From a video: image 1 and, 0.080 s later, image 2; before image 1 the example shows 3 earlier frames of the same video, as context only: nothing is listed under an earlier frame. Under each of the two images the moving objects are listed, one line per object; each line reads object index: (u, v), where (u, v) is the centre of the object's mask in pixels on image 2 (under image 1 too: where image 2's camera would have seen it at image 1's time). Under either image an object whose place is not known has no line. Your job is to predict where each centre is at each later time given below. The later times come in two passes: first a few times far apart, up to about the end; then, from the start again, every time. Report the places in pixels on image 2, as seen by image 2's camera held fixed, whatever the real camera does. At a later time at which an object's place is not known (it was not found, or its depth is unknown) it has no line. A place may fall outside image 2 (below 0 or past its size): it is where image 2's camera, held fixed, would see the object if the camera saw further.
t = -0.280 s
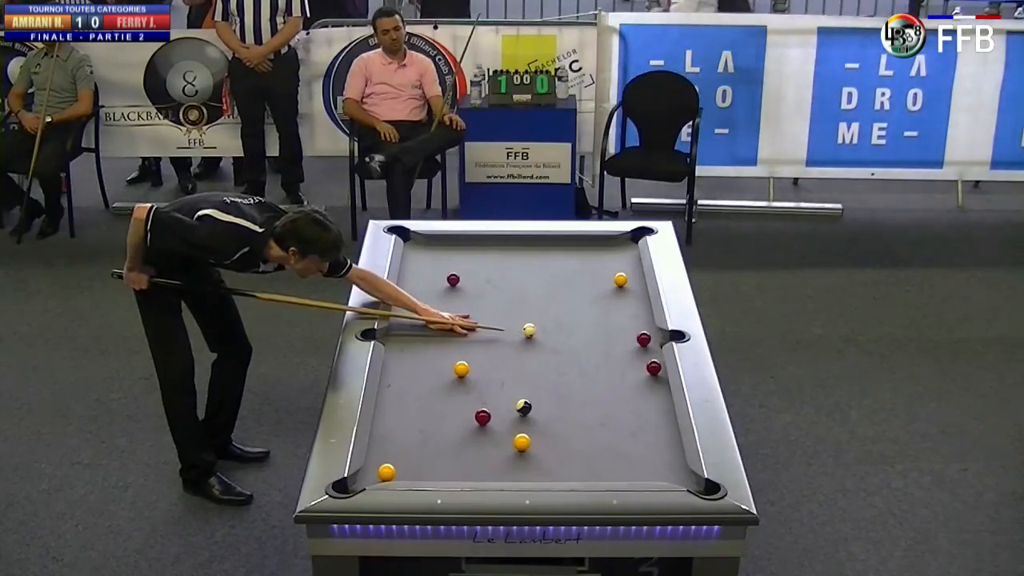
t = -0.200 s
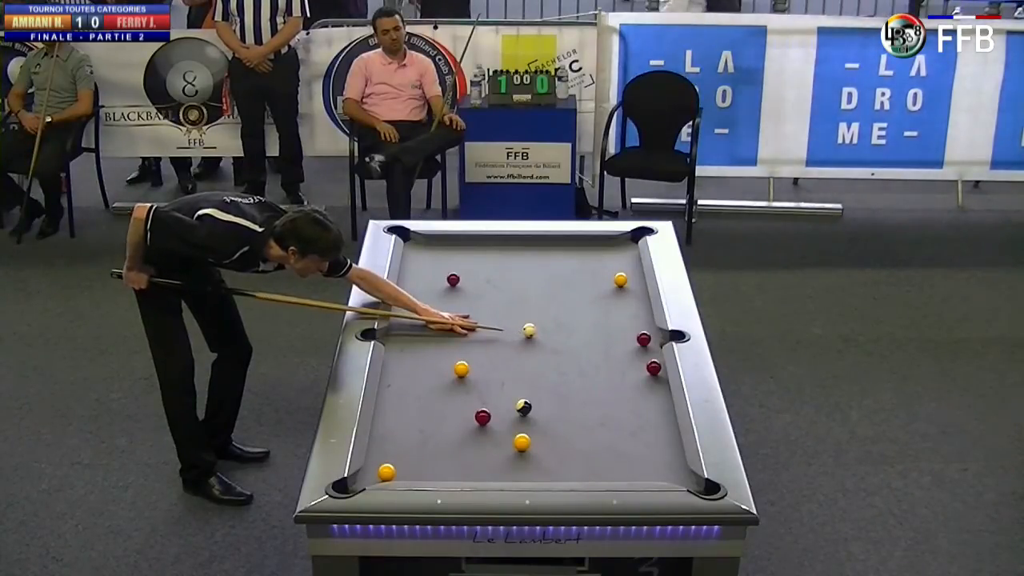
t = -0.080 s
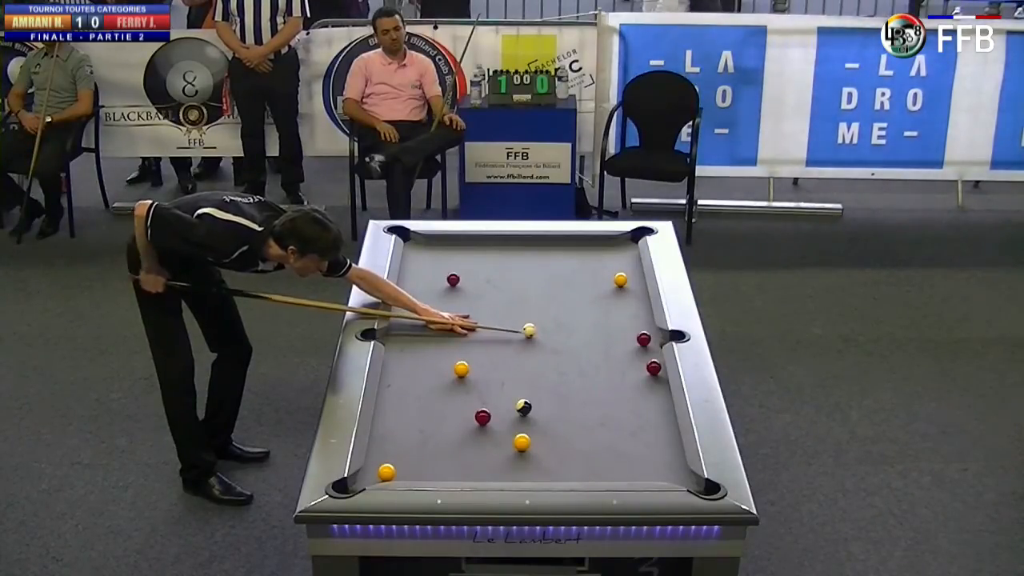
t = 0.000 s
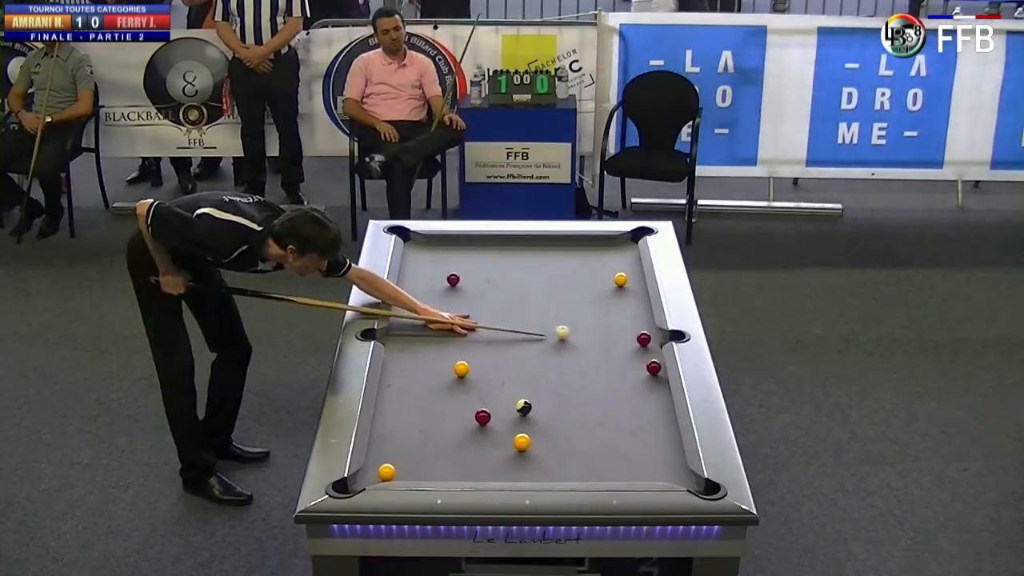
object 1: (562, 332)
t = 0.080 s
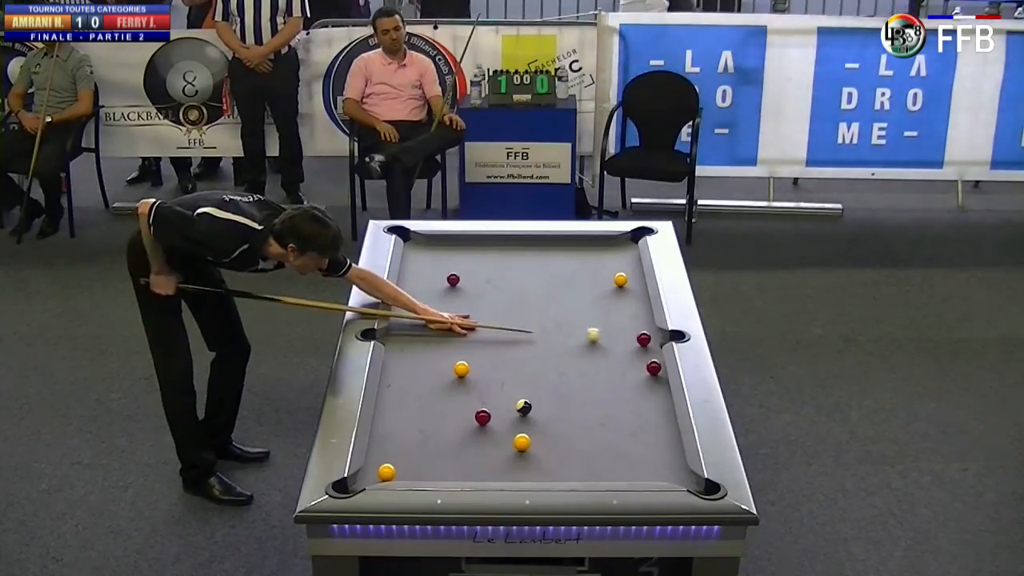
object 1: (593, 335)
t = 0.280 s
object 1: (629, 336)
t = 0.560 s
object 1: (628, 334)
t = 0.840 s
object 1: (628, 333)
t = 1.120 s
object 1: (629, 333)
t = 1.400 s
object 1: (629, 333)
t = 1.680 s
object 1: (630, 333)
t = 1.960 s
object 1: (630, 333)
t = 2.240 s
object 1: (630, 333)
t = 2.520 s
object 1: (630, 333)
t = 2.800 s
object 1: (630, 333)
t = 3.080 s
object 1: (630, 333)
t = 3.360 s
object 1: (630, 333)
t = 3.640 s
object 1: (630, 333)
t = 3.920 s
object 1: (629, 333)
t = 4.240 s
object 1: (630, 333)
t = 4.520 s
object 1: (630, 333)
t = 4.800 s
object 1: (630, 333)
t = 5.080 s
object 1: (630, 333)
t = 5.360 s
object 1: (630, 333)
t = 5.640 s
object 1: (630, 333)
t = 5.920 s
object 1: (630, 333)
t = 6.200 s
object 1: (630, 333)
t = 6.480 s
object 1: (629, 333)
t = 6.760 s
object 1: (629, 333)
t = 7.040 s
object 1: (630, 333)
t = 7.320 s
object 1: (630, 333)
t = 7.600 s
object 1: (630, 333)
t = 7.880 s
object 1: (630, 333)
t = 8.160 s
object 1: (630, 333)
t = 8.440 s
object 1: (630, 333)
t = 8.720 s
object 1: (630, 333)
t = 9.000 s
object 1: (630, 333)
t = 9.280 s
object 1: (630, 333)
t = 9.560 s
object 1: (630, 333)
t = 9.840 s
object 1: (630, 333)
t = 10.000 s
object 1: (630, 333)
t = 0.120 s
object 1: (607, 336)
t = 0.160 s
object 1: (620, 336)
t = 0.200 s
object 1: (629, 337)
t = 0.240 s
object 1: (629, 337)
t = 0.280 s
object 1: (629, 336)
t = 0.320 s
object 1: (629, 336)
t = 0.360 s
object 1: (629, 335)
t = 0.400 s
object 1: (628, 335)
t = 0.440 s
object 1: (628, 335)
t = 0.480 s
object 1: (628, 334)
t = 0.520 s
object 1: (628, 334)
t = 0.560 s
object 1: (628, 334)
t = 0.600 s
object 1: (628, 334)
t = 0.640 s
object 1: (628, 333)
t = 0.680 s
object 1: (628, 333)
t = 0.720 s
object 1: (628, 333)
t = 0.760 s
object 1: (629, 333)
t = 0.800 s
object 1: (629, 333)
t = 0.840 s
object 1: (628, 333)
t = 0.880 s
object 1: (628, 333)
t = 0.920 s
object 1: (628, 333)
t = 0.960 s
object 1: (629, 333)
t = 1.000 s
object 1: (629, 333)
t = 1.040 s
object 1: (629, 333)
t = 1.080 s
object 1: (629, 333)
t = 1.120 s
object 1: (629, 333)
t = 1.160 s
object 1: (629, 333)
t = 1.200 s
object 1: (629, 333)
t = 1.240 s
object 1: (629, 333)
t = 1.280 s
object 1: (629, 333)
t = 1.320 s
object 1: (629, 333)
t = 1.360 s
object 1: (629, 333)
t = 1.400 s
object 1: (629, 333)
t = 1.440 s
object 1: (629, 333)
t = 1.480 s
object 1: (629, 333)
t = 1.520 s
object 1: (629, 333)
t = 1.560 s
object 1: (629, 333)
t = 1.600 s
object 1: (629, 333)
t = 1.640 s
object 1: (629, 333)
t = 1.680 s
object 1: (630, 333)
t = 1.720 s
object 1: (630, 333)
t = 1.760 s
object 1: (630, 333)
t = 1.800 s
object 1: (630, 333)
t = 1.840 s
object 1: (630, 333)
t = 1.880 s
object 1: (630, 333)
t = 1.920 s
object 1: (630, 333)
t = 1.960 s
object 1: (630, 333)
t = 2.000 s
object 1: (630, 333)
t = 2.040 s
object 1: (630, 333)
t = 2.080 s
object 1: (630, 333)
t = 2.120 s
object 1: (630, 333)
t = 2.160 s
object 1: (630, 333)
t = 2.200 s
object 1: (630, 333)
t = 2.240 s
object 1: (630, 333)
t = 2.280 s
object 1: (630, 333)
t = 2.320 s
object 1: (630, 333)
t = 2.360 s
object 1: (630, 333)
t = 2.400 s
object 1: (630, 333)
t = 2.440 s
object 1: (630, 333)
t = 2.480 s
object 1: (630, 333)
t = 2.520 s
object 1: (630, 333)
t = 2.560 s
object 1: (630, 333)
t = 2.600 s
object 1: (630, 333)
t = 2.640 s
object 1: (630, 333)
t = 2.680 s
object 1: (630, 333)
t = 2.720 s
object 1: (630, 333)
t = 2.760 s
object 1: (630, 333)
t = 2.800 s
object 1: (630, 333)
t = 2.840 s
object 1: (630, 333)
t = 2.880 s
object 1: (630, 333)
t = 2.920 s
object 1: (630, 333)
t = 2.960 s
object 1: (630, 333)
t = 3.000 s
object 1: (630, 333)
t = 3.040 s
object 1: (630, 333)
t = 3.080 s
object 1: (630, 333)
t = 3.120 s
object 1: (630, 333)
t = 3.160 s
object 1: (630, 333)
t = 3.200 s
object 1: (630, 333)
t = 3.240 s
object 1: (630, 333)
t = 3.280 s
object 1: (630, 333)
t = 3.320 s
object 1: (630, 333)
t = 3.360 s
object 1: (630, 333)
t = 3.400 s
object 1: (630, 333)
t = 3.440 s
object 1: (630, 333)
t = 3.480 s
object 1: (630, 333)
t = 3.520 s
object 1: (630, 333)
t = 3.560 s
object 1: (630, 333)
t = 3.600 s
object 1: (630, 333)
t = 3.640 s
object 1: (630, 333)
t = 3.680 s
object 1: (630, 333)
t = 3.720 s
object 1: (629, 333)
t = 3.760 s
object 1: (629, 333)
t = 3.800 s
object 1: (629, 333)
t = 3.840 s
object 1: (629, 333)
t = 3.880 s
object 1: (629, 333)
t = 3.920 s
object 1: (629, 333)
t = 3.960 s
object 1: (629, 333)
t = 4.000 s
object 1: (630, 333)
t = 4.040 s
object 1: (630, 333)
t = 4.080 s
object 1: (630, 333)
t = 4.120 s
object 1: (630, 333)
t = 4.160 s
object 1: (630, 333)
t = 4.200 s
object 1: (630, 333)
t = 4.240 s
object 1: (630, 333)
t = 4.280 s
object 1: (630, 333)
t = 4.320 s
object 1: (630, 333)
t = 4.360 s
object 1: (630, 333)
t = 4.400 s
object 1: (630, 333)
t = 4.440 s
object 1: (630, 333)
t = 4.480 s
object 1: (630, 333)
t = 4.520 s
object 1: (630, 333)
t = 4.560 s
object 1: (630, 333)
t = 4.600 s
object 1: (630, 333)
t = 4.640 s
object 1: (630, 333)
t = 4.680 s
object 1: (630, 333)
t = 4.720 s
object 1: (630, 333)
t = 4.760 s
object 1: (630, 333)
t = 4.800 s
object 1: (630, 333)
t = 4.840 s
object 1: (630, 333)
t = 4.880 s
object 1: (630, 333)
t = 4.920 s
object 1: (630, 333)
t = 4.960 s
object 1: (630, 333)
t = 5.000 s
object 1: (630, 333)
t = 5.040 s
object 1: (630, 333)
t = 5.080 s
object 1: (630, 333)
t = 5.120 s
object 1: (630, 333)
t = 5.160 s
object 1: (630, 333)
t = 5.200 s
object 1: (630, 333)
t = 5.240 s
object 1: (630, 333)
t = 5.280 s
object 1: (630, 333)
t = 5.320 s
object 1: (630, 333)
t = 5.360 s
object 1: (630, 333)
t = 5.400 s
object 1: (630, 333)
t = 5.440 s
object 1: (630, 333)
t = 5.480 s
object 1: (630, 333)
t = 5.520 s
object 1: (630, 333)
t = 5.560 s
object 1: (630, 333)
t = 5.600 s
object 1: (630, 333)
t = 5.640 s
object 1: (630, 333)
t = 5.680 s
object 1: (630, 333)
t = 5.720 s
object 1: (630, 333)
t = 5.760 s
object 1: (630, 333)
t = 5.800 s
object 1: (630, 333)
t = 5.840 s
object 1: (630, 333)
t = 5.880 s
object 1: (630, 333)
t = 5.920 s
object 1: (630, 333)
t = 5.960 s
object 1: (630, 333)
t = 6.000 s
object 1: (630, 333)
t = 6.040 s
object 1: (630, 333)
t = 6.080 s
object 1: (630, 333)
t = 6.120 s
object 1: (630, 333)
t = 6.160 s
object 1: (630, 333)
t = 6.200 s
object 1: (630, 333)
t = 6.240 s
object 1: (629, 333)
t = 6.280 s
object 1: (630, 333)
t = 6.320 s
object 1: (630, 333)
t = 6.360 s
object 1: (629, 333)
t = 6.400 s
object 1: (629, 333)
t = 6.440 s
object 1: (629, 333)
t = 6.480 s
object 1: (629, 333)
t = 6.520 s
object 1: (629, 333)
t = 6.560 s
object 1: (629, 333)
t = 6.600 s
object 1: (629, 333)
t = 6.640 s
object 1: (629, 333)
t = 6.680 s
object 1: (629, 333)
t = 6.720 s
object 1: (629, 333)
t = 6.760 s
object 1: (629, 333)
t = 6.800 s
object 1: (630, 333)
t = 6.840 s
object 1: (630, 333)
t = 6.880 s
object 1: (630, 333)
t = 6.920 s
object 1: (630, 333)
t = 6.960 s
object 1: (630, 333)
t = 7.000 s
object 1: (630, 333)
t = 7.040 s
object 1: (630, 333)
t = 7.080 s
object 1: (630, 333)
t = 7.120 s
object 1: (630, 333)
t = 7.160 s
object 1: (630, 333)
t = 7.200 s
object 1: (630, 333)
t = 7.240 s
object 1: (630, 333)
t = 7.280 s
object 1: (630, 333)
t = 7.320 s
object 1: (630, 333)
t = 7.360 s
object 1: (630, 333)
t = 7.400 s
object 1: (630, 333)
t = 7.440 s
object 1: (630, 333)
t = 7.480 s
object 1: (630, 333)
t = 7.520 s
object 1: (630, 333)
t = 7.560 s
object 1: (630, 333)
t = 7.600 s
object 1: (630, 333)
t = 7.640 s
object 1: (630, 333)
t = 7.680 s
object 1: (630, 333)
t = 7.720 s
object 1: (630, 333)
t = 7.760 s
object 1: (630, 333)
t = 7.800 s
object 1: (630, 333)
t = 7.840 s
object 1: (630, 333)
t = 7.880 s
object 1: (630, 333)
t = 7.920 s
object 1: (630, 333)
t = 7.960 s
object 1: (630, 333)
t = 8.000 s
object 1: (630, 333)
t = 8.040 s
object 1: (630, 333)
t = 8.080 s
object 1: (630, 333)
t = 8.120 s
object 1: (630, 333)
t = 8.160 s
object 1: (630, 333)
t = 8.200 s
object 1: (630, 333)
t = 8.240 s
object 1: (630, 333)
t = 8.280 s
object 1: (630, 333)
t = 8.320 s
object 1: (630, 333)
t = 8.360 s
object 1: (630, 333)
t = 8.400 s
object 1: (630, 333)
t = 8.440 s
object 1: (630, 333)
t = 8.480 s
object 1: (630, 333)
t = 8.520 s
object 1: (630, 333)
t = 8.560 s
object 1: (630, 333)
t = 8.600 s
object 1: (630, 333)
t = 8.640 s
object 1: (630, 333)
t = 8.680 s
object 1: (630, 333)
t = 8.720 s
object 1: (630, 333)
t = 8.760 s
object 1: (630, 333)
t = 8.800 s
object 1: (630, 333)
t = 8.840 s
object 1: (630, 333)
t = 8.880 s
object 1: (630, 333)
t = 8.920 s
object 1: (630, 333)
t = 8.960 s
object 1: (630, 333)
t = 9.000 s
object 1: (630, 333)
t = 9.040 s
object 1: (630, 333)
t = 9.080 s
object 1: (630, 333)
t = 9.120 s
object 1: (630, 333)
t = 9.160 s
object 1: (630, 333)
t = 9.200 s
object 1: (630, 333)
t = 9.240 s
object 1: (630, 333)
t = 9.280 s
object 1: (630, 333)
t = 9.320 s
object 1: (630, 333)
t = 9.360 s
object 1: (630, 333)
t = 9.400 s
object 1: (630, 333)
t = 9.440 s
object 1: (630, 333)
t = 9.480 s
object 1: (630, 333)
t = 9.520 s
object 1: (630, 333)
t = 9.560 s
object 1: (630, 333)
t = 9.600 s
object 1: (630, 333)
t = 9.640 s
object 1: (630, 333)
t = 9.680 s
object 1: (630, 333)
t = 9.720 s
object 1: (630, 333)
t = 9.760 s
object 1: (630, 333)
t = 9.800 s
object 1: (630, 333)
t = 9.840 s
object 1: (630, 333)
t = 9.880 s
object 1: (630, 333)
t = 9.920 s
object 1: (630, 333)
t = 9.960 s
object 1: (630, 333)
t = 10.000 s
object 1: (630, 333)
